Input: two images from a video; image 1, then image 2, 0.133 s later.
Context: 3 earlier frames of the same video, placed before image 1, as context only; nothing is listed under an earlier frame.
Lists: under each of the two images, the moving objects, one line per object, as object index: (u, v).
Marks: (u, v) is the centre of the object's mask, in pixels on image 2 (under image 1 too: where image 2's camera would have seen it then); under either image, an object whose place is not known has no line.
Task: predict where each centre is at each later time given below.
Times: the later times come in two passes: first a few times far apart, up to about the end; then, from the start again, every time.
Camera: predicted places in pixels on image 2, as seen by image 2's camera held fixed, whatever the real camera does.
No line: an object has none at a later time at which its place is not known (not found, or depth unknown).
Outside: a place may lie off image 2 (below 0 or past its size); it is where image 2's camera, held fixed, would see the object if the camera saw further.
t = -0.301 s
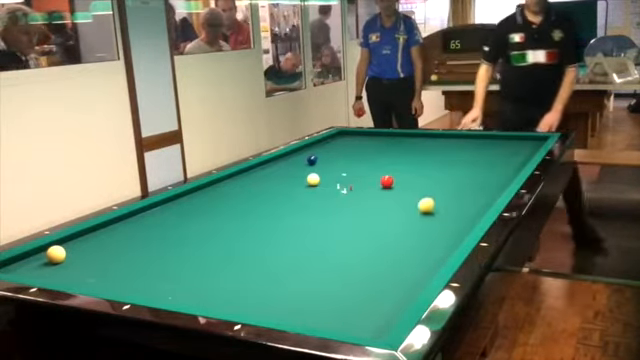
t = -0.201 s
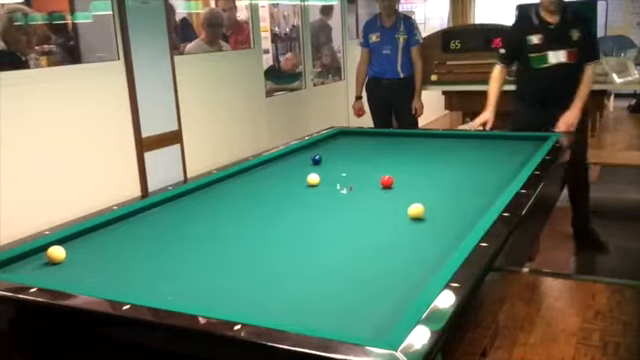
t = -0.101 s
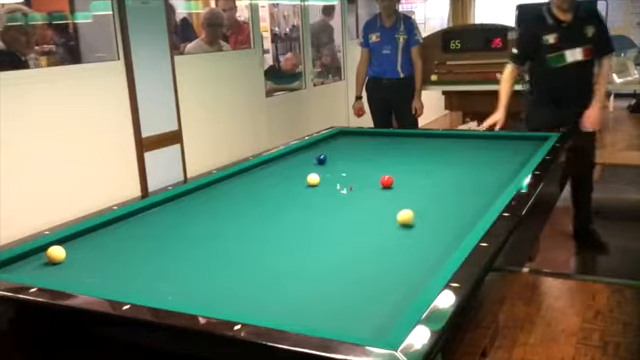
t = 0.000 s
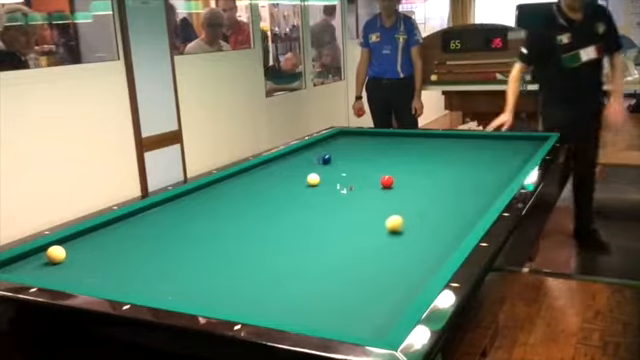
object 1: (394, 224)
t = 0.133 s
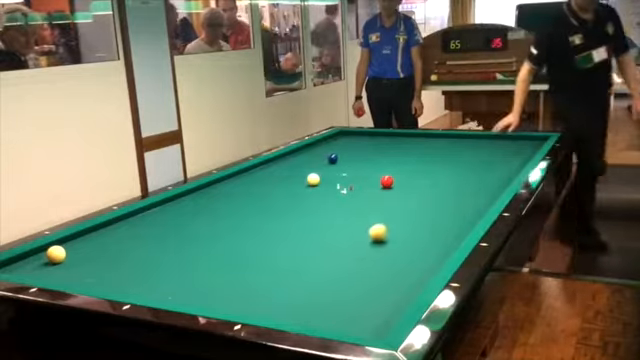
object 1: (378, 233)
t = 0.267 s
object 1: (361, 242)
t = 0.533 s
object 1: (321, 265)
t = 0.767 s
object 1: (281, 287)
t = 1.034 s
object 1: (242, 304)
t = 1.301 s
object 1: (253, 285)
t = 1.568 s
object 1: (259, 269)
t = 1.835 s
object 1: (264, 255)
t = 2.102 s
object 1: (268, 243)
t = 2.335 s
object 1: (271, 234)
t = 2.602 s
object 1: (275, 225)
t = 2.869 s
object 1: (278, 216)
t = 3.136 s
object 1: (281, 209)
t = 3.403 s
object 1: (283, 202)
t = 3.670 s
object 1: (285, 196)
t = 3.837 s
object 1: (286, 193)
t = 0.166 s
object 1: (374, 235)
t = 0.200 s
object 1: (369, 238)
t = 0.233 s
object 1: (365, 240)
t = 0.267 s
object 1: (361, 242)
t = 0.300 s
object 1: (356, 245)
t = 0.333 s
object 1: (352, 248)
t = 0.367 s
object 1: (347, 250)
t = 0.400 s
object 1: (342, 253)
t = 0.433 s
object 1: (337, 256)
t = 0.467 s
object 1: (332, 259)
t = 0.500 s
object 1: (327, 262)
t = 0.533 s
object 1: (321, 265)
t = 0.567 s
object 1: (316, 267)
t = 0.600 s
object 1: (311, 271)
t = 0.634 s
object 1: (306, 274)
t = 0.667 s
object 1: (299, 277)
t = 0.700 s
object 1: (293, 281)
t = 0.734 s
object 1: (287, 284)
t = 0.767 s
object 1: (281, 287)
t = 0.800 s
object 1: (275, 291)
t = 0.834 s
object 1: (269, 294)
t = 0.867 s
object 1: (262, 298)
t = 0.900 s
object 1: (256, 302)
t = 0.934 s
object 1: (249, 304)
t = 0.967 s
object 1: (242, 306)
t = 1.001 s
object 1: (240, 306)
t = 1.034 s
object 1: (242, 304)
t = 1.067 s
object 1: (245, 302)
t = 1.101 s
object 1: (246, 299)
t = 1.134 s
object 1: (248, 296)
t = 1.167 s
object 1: (249, 294)
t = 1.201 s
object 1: (251, 291)
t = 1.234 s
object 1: (252, 289)
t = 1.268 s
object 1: (252, 287)
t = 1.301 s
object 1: (253, 285)
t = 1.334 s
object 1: (254, 282)
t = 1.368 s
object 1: (255, 280)
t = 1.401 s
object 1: (255, 278)
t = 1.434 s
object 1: (256, 276)
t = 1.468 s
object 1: (257, 274)
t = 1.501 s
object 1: (257, 272)
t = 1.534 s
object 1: (258, 270)
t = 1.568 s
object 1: (259, 269)
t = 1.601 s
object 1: (259, 267)
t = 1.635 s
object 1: (260, 265)
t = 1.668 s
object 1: (261, 264)
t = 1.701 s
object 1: (262, 262)
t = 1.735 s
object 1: (262, 260)
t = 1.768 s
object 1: (263, 258)
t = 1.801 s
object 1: (263, 257)
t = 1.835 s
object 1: (264, 255)
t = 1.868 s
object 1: (264, 253)
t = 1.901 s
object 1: (265, 252)
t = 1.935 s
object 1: (265, 250)
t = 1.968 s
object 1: (266, 249)
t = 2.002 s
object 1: (267, 247)
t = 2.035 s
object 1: (267, 246)
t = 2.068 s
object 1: (268, 245)
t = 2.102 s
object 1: (268, 243)
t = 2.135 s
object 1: (269, 242)
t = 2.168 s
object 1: (269, 241)
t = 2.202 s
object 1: (270, 239)
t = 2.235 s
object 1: (270, 238)
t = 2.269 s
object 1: (271, 237)
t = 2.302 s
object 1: (271, 235)
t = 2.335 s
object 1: (271, 234)
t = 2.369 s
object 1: (272, 233)
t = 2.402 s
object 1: (272, 232)
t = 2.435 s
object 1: (273, 230)
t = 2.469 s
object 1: (273, 229)
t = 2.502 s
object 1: (274, 228)
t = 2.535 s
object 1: (274, 227)
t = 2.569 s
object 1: (274, 226)
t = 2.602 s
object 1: (275, 225)
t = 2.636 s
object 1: (275, 223)
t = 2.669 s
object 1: (276, 222)
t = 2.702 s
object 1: (276, 221)
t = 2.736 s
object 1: (276, 220)
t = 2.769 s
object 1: (277, 219)
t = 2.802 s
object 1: (277, 218)
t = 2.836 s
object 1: (277, 217)
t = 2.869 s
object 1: (278, 216)
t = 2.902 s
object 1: (278, 215)
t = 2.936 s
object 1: (279, 214)
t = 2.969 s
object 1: (279, 214)
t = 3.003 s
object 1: (279, 212)
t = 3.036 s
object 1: (279, 212)
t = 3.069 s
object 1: (280, 211)
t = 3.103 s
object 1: (280, 209)
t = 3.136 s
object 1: (281, 209)
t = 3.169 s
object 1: (281, 208)
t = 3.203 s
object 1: (282, 207)
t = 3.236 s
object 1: (282, 206)
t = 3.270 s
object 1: (282, 205)
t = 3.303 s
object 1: (282, 205)
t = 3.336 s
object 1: (282, 204)
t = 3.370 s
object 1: (282, 203)
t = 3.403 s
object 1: (283, 202)
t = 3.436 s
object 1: (283, 201)
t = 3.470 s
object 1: (283, 201)
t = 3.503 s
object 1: (283, 200)
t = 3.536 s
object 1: (284, 199)
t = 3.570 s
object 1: (284, 198)
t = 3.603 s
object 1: (284, 197)
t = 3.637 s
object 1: (284, 197)
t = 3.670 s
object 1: (285, 196)
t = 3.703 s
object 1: (285, 195)
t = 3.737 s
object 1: (285, 195)
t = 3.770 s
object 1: (286, 194)
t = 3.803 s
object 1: (286, 193)
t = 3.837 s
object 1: (286, 193)
